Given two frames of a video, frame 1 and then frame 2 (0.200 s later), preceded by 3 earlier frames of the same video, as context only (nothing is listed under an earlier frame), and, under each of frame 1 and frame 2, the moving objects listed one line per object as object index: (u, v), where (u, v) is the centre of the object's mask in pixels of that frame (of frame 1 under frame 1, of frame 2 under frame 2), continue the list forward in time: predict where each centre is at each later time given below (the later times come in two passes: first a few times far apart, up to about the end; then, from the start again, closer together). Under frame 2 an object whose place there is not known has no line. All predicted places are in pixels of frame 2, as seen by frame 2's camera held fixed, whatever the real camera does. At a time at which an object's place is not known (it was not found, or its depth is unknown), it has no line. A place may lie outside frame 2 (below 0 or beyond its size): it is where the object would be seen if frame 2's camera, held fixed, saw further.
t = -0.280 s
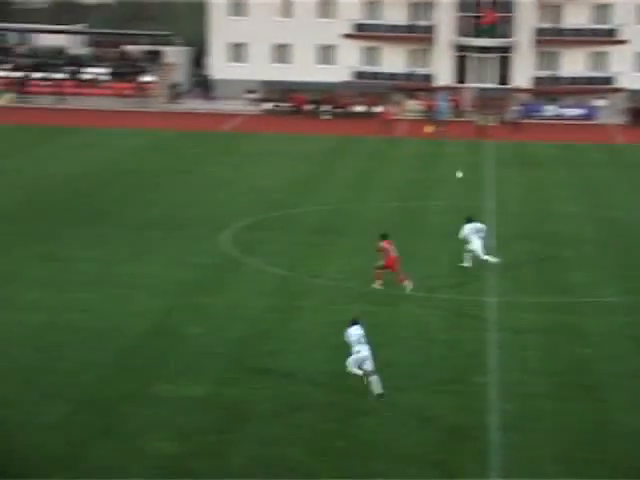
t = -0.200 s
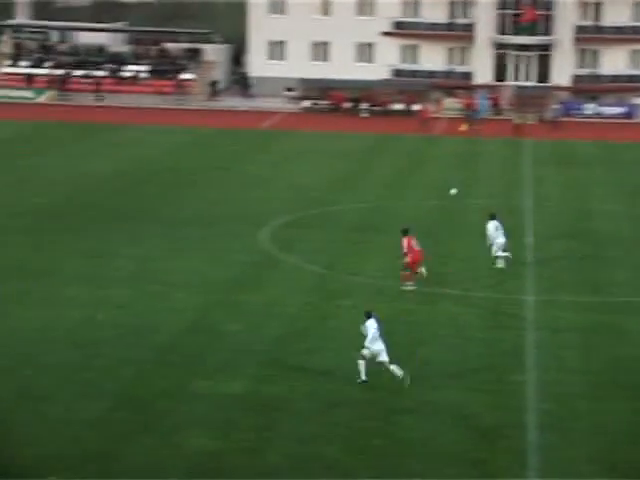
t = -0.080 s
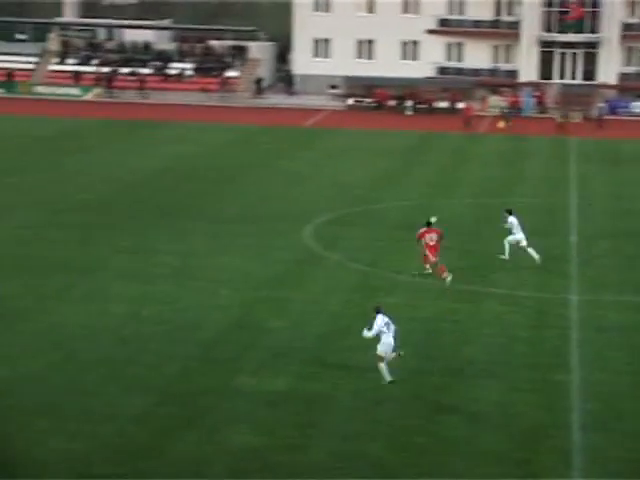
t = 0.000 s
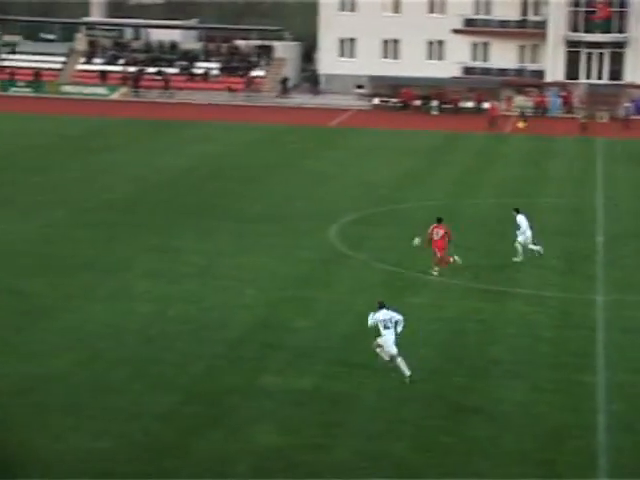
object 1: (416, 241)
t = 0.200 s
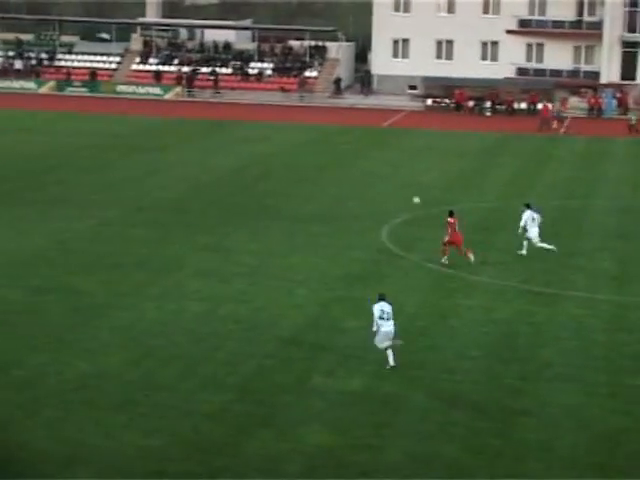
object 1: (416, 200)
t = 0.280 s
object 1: (397, 184)
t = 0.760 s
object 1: (283, 134)
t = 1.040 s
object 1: (222, 140)
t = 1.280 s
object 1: (171, 161)
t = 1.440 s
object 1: (139, 184)
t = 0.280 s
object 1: (397, 184)
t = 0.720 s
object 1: (292, 135)
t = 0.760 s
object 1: (283, 134)
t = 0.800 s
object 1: (274, 134)
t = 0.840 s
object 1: (265, 133)
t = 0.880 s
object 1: (257, 134)
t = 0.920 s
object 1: (248, 134)
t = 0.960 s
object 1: (239, 136)
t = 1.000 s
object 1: (230, 138)
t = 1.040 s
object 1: (222, 140)
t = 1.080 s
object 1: (213, 142)
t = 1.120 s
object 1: (205, 145)
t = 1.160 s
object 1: (196, 149)
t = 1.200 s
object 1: (188, 153)
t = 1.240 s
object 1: (179, 157)
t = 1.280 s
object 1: (171, 161)
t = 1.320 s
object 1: (162, 167)
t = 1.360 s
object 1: (155, 172)
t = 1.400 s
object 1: (147, 178)
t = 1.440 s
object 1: (139, 184)
